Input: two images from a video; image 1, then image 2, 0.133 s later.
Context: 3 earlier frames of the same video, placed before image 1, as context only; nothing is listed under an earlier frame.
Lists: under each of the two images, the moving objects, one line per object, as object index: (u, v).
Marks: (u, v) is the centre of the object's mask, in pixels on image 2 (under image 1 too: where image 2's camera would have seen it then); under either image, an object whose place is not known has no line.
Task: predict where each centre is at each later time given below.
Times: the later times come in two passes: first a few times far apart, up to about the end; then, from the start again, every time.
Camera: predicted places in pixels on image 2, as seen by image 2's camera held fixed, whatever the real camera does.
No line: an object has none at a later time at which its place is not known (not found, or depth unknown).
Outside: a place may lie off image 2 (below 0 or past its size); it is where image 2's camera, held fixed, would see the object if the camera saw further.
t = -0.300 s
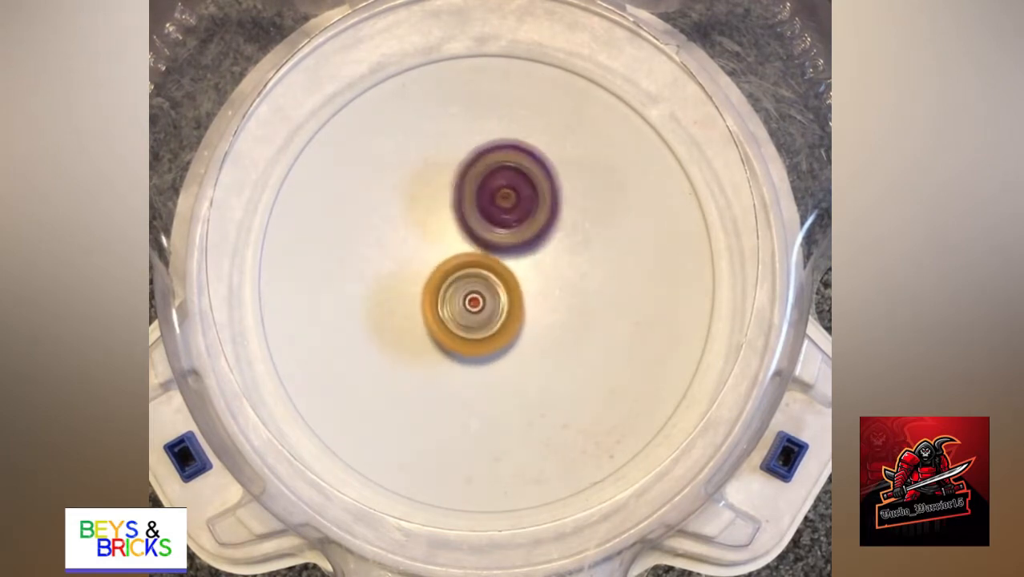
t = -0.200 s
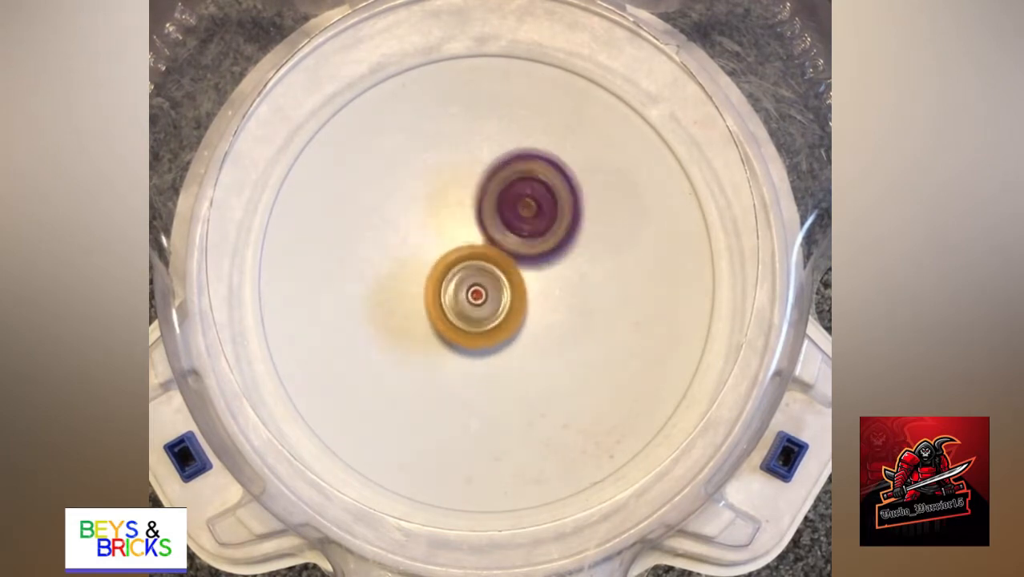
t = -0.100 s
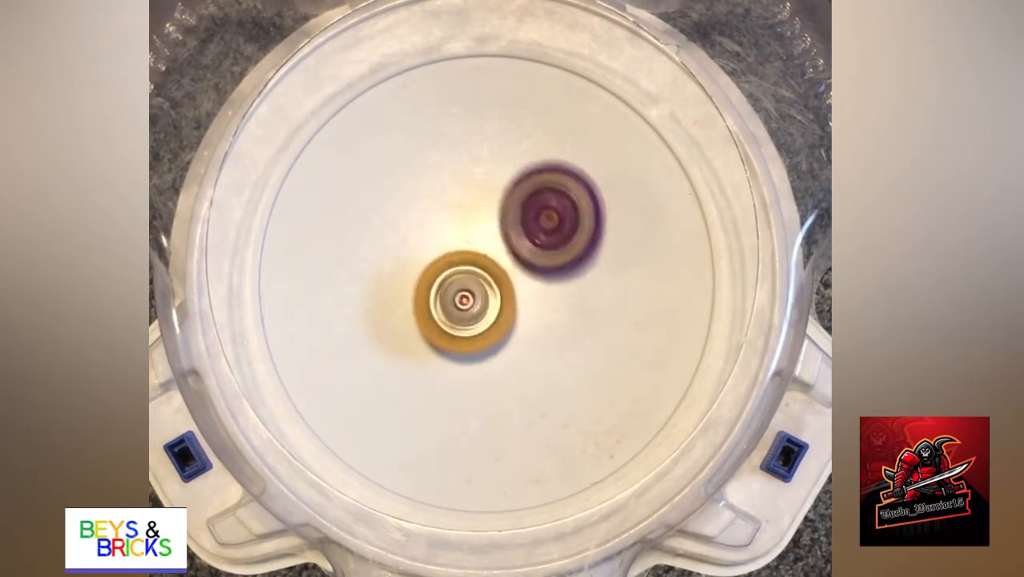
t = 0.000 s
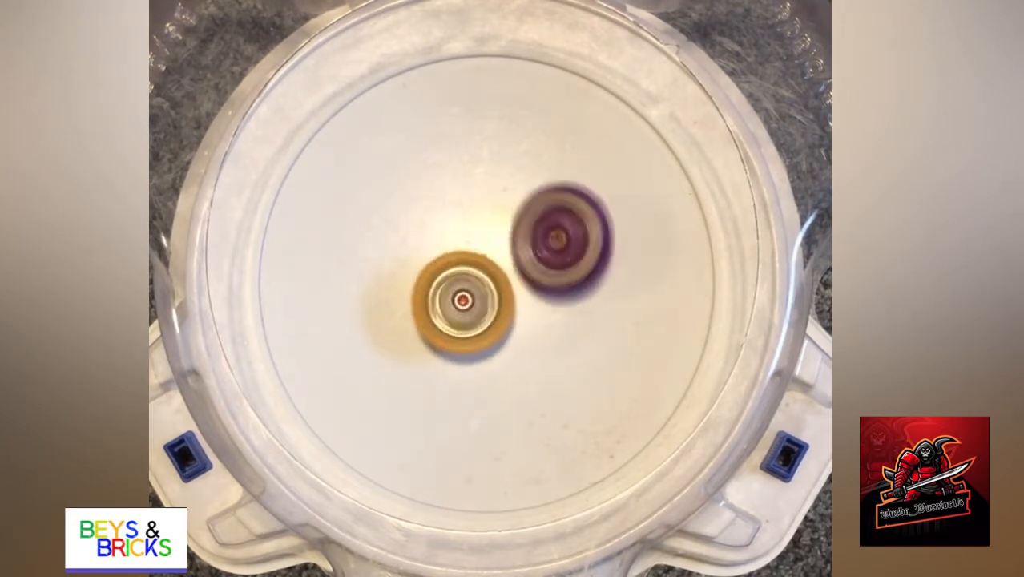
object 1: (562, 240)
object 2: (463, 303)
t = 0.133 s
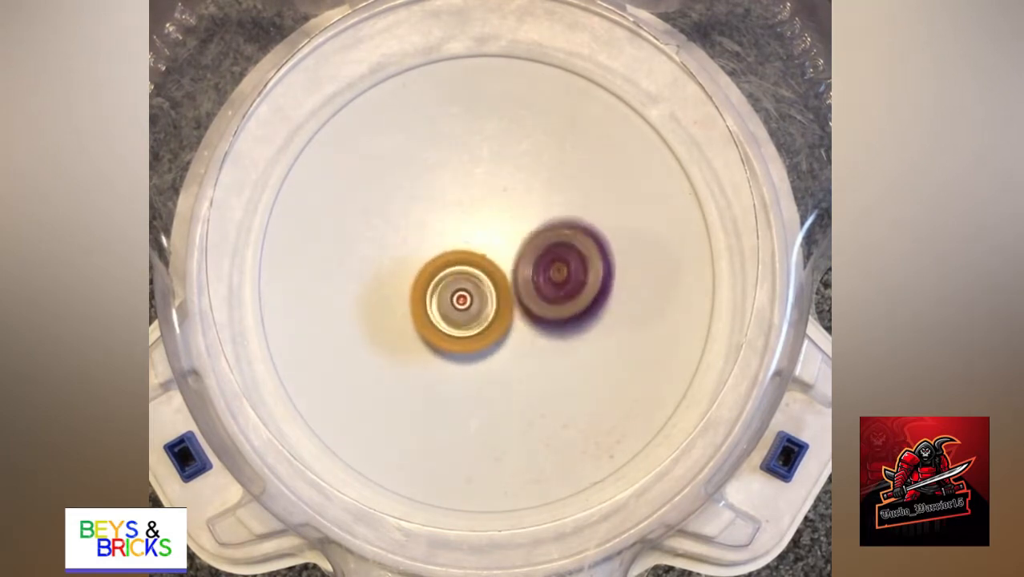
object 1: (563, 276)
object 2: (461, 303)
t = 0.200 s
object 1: (567, 299)
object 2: (444, 297)
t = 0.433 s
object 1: (524, 352)
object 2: (432, 283)
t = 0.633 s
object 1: (467, 366)
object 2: (452, 265)
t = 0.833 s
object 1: (413, 334)
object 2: (497, 263)
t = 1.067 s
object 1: (403, 265)
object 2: (518, 301)
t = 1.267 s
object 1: (443, 211)
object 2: (492, 320)
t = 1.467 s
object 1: (503, 191)
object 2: (464, 302)
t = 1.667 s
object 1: (559, 213)
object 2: (458, 269)
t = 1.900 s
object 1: (580, 283)
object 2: (468, 270)
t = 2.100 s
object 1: (542, 352)
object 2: (471, 284)
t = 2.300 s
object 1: (470, 390)
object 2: (465, 280)
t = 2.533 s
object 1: (408, 358)
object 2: (469, 272)
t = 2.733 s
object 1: (384, 282)
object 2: (511, 275)
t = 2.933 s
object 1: (420, 203)
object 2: (528, 302)
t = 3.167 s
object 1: (508, 170)
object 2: (503, 309)
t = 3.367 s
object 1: (566, 216)
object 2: (481, 291)
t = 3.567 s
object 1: (588, 314)
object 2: (470, 255)
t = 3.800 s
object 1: (551, 397)
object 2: (484, 260)
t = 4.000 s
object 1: (492, 397)
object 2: (498, 273)
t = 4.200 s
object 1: (426, 329)
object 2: (517, 278)
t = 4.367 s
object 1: (395, 263)
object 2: (505, 292)
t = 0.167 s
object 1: (563, 286)
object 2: (456, 301)
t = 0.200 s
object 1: (567, 299)
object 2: (444, 297)
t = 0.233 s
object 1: (566, 309)
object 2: (435, 291)
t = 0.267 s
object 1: (562, 318)
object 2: (433, 288)
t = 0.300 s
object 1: (556, 327)
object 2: (433, 286)
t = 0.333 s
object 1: (549, 334)
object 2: (432, 286)
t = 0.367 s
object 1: (541, 340)
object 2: (431, 284)
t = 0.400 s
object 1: (533, 347)
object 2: (432, 284)
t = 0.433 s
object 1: (524, 352)
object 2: (432, 283)
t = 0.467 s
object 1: (515, 357)
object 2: (434, 282)
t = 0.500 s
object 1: (505, 360)
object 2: (435, 281)
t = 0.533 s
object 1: (496, 363)
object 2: (437, 279)
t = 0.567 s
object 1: (486, 368)
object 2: (442, 271)
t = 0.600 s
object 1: (476, 368)
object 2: (446, 267)
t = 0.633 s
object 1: (467, 366)
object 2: (452, 265)
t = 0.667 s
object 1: (457, 364)
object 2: (459, 263)
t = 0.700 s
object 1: (447, 362)
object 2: (468, 260)
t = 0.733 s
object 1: (438, 357)
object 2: (476, 259)
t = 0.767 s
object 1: (428, 350)
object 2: (483, 260)
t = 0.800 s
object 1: (420, 343)
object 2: (490, 261)
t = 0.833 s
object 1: (413, 334)
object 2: (497, 263)
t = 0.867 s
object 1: (408, 326)
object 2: (504, 268)
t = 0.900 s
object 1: (403, 315)
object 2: (509, 272)
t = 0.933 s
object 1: (401, 305)
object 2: (513, 278)
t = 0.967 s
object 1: (400, 295)
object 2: (516, 282)
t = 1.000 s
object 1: (400, 285)
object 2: (518, 288)
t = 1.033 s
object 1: (401, 275)
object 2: (518, 294)
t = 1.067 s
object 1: (403, 265)
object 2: (518, 301)
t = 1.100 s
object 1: (407, 256)
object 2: (516, 306)
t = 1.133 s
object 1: (412, 246)
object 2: (513, 310)
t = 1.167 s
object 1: (418, 238)
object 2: (508, 314)
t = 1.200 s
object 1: (425, 229)
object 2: (504, 317)
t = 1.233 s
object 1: (434, 220)
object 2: (499, 319)
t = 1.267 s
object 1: (443, 211)
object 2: (492, 320)
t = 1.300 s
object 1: (453, 204)
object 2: (487, 319)
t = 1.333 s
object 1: (463, 199)
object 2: (481, 319)
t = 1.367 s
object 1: (473, 194)
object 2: (476, 315)
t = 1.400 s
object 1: (483, 193)
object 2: (471, 313)
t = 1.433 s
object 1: (493, 191)
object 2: (466, 307)
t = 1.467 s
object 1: (503, 191)
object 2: (464, 302)
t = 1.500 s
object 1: (514, 192)
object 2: (462, 296)
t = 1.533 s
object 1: (523, 193)
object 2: (461, 290)
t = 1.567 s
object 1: (531, 198)
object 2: (461, 284)
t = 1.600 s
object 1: (539, 202)
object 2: (463, 277)
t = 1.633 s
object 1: (547, 208)
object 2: (464, 273)
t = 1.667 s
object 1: (559, 213)
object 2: (458, 269)
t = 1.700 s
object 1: (567, 219)
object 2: (458, 267)
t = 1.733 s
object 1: (574, 229)
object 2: (460, 264)
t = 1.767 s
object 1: (578, 239)
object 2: (464, 266)
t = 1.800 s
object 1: (581, 250)
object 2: (464, 269)
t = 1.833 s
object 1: (582, 260)
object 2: (464, 269)
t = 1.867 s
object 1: (582, 271)
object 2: (466, 269)
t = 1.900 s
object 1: (580, 283)
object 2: (468, 270)
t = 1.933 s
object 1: (577, 295)
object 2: (470, 272)
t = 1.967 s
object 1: (573, 308)
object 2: (470, 276)
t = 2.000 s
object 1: (567, 319)
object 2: (470, 277)
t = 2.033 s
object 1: (560, 331)
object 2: (471, 279)
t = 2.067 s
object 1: (552, 341)
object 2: (471, 282)
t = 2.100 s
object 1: (542, 352)
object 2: (471, 284)
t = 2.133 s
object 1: (532, 361)
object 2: (470, 287)
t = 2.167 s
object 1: (520, 370)
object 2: (467, 288)
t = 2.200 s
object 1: (508, 377)
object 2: (467, 285)
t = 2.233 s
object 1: (495, 382)
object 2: (465, 287)
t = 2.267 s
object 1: (483, 387)
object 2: (464, 285)
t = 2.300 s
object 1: (470, 390)
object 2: (465, 280)
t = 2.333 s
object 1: (458, 390)
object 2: (466, 279)
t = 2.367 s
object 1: (447, 388)
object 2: (464, 278)
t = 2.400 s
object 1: (437, 385)
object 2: (464, 276)
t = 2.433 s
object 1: (429, 381)
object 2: (463, 274)
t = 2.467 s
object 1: (421, 375)
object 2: (465, 272)
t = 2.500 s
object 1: (414, 367)
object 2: (468, 272)
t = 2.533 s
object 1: (408, 358)
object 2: (469, 272)
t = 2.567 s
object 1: (403, 348)
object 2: (471, 271)
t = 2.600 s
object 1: (399, 338)
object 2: (474, 271)
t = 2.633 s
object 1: (394, 326)
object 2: (481, 271)
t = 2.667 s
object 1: (387, 312)
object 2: (493, 272)
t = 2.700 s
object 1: (385, 297)
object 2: (503, 273)
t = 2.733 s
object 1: (384, 282)
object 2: (511, 275)
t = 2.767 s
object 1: (385, 267)
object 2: (519, 279)
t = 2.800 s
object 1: (389, 252)
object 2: (523, 284)
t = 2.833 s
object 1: (394, 239)
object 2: (525, 287)
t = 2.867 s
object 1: (401, 225)
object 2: (528, 293)
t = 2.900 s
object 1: (410, 213)
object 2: (528, 298)
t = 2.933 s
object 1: (420, 203)
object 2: (528, 302)
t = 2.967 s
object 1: (431, 193)
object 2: (528, 304)
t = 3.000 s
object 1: (443, 184)
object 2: (525, 308)
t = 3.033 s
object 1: (456, 177)
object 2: (522, 310)
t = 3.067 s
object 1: (469, 173)
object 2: (519, 308)
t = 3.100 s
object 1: (482, 170)
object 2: (514, 310)
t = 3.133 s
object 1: (496, 169)
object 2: (508, 309)
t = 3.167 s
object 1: (508, 170)
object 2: (503, 309)
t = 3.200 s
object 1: (521, 174)
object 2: (499, 306)
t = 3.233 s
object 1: (532, 179)
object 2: (493, 305)
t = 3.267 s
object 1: (542, 186)
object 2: (489, 302)
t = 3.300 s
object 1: (551, 195)
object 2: (486, 299)
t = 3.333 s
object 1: (559, 205)
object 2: (484, 295)
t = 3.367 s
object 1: (566, 216)
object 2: (481, 291)
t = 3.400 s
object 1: (571, 228)
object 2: (480, 284)
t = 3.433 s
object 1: (575, 242)
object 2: (480, 279)
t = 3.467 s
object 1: (579, 256)
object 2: (480, 275)
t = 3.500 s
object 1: (584, 274)
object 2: (474, 268)
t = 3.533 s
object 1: (588, 294)
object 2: (470, 260)
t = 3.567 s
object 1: (588, 314)
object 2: (470, 255)
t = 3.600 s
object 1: (585, 329)
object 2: (471, 251)
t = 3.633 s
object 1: (582, 345)
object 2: (473, 250)
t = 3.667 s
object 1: (578, 359)
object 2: (476, 251)
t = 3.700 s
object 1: (573, 371)
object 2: (478, 250)
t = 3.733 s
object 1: (566, 382)
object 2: (480, 252)
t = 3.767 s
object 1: (558, 391)
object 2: (482, 258)
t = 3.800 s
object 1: (551, 397)
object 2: (484, 260)
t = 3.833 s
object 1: (542, 403)
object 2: (487, 262)
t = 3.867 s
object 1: (534, 405)
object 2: (487, 266)
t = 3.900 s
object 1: (525, 406)
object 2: (487, 269)
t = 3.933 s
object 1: (514, 404)
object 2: (489, 272)
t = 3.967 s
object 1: (503, 401)
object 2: (493, 274)
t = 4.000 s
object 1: (492, 397)
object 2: (498, 273)
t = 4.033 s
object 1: (479, 390)
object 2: (502, 271)
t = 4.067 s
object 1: (469, 380)
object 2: (506, 269)
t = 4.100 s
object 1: (458, 369)
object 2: (511, 268)
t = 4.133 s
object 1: (445, 356)
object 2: (516, 273)
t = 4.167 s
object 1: (435, 342)
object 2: (517, 275)
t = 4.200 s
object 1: (426, 329)
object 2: (517, 278)
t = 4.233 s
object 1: (415, 314)
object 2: (515, 281)
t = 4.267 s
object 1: (409, 297)
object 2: (514, 283)
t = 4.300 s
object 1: (402, 284)
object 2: (512, 286)
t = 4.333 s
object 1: (398, 272)
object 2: (509, 289)
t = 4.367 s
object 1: (395, 263)
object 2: (505, 292)
